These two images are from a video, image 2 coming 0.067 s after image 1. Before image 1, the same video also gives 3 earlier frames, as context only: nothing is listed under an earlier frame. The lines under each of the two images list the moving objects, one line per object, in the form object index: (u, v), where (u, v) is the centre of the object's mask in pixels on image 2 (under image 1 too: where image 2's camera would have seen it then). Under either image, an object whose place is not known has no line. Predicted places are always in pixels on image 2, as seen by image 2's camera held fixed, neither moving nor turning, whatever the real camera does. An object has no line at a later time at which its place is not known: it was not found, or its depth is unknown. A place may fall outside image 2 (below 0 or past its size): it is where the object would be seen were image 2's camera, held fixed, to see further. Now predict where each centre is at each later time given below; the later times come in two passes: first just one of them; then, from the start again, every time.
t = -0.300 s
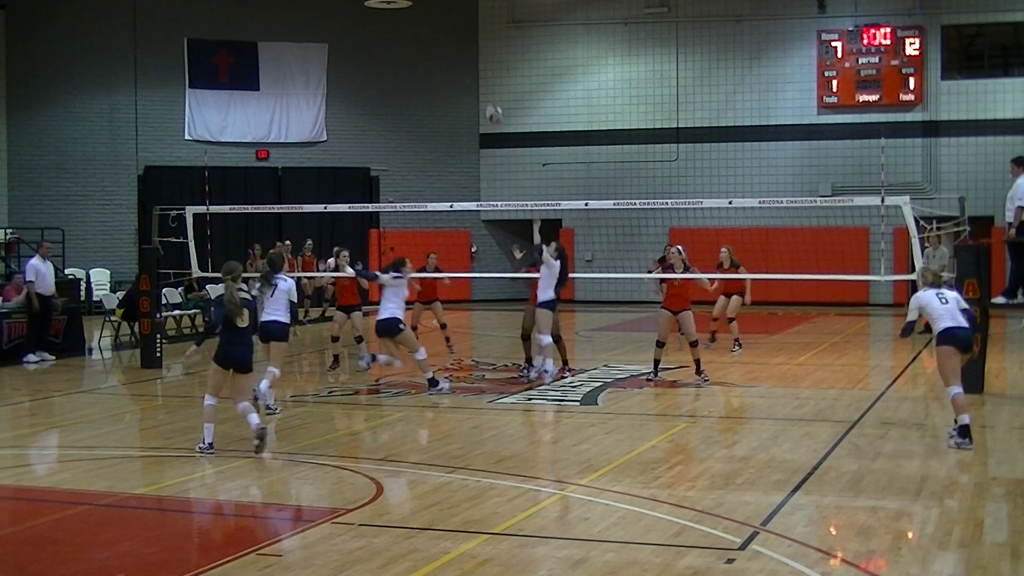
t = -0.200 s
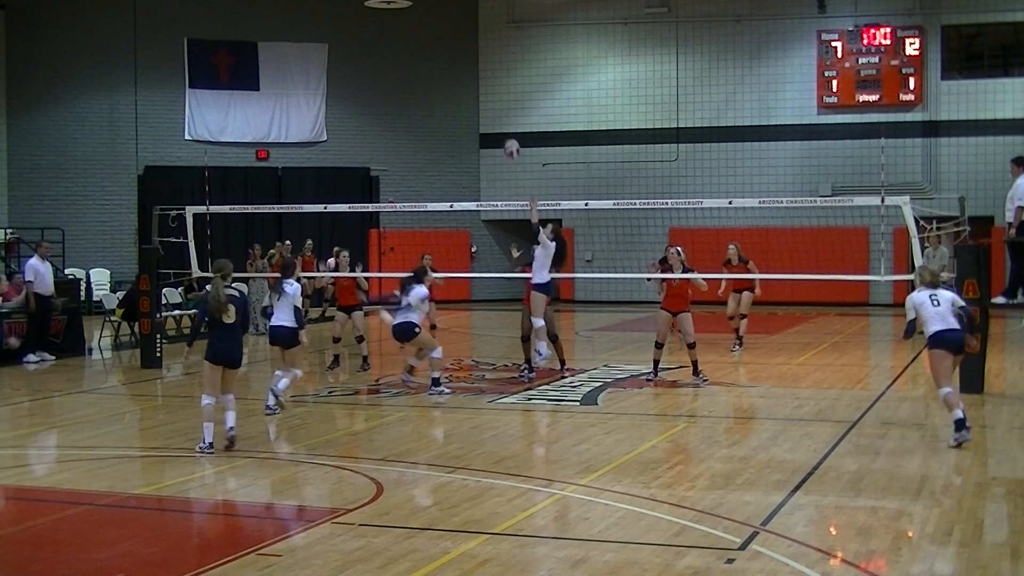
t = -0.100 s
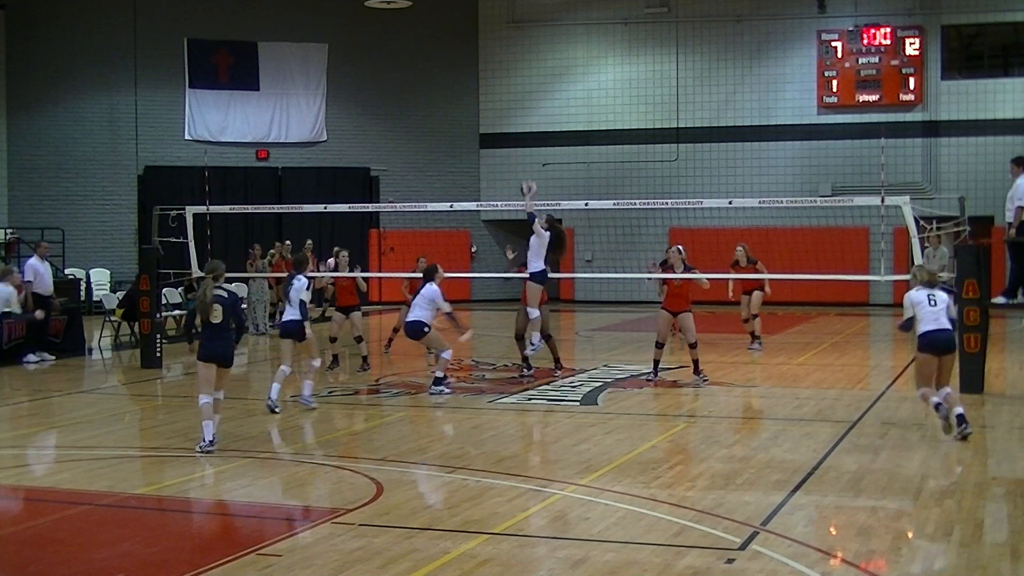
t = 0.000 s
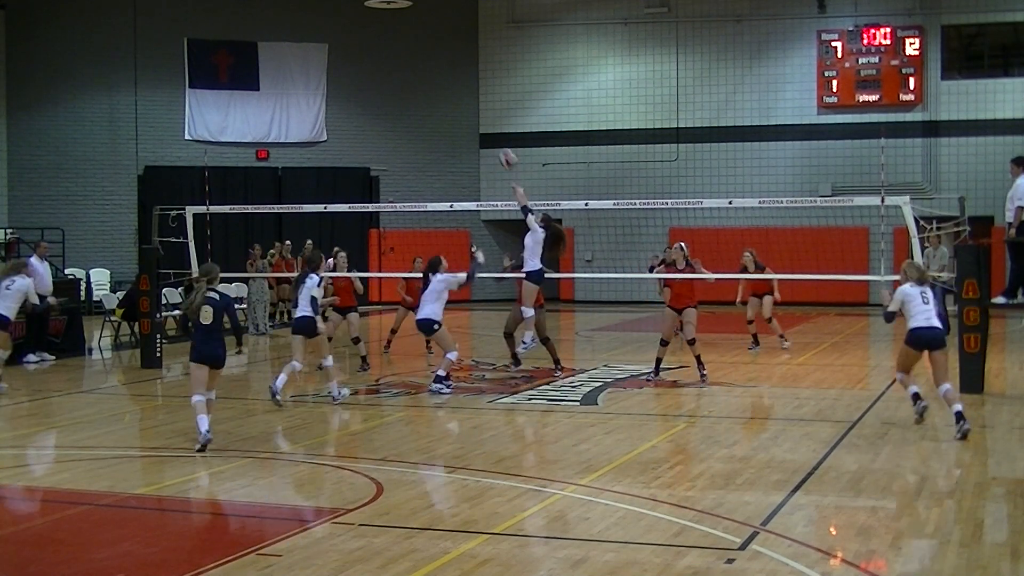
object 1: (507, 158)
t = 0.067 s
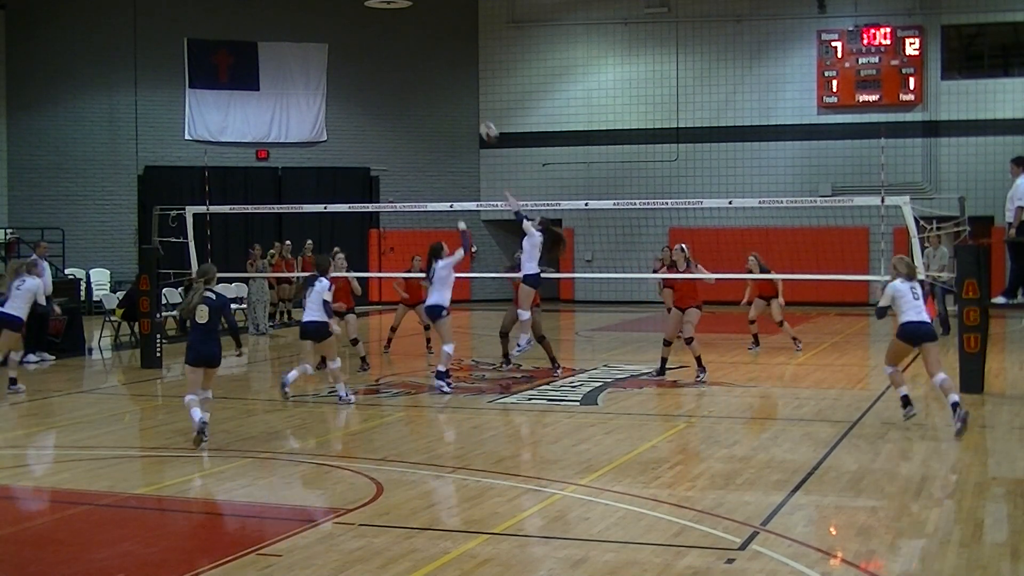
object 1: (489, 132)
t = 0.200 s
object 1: (451, 90)
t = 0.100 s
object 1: (479, 119)
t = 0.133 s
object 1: (470, 109)
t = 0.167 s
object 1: (460, 99)
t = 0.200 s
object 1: (451, 90)
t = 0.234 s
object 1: (442, 82)
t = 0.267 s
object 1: (432, 75)
